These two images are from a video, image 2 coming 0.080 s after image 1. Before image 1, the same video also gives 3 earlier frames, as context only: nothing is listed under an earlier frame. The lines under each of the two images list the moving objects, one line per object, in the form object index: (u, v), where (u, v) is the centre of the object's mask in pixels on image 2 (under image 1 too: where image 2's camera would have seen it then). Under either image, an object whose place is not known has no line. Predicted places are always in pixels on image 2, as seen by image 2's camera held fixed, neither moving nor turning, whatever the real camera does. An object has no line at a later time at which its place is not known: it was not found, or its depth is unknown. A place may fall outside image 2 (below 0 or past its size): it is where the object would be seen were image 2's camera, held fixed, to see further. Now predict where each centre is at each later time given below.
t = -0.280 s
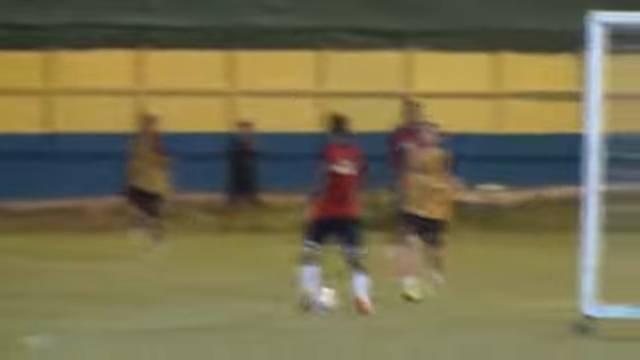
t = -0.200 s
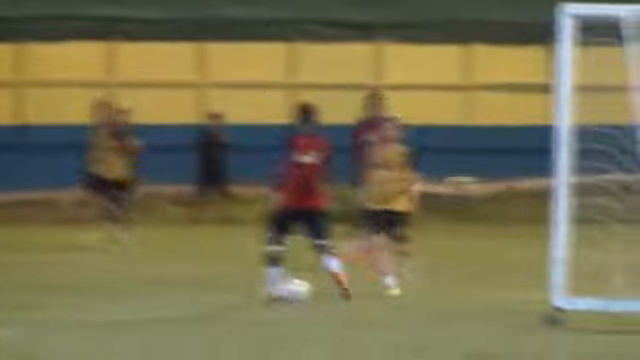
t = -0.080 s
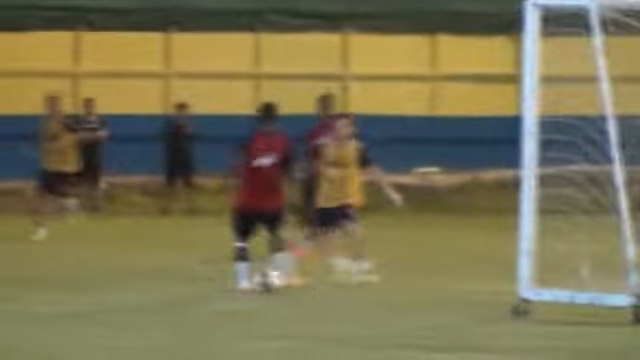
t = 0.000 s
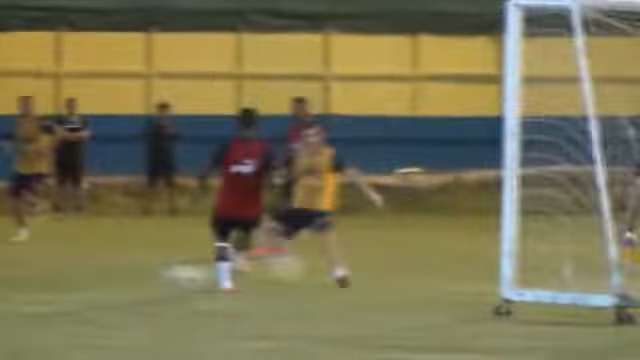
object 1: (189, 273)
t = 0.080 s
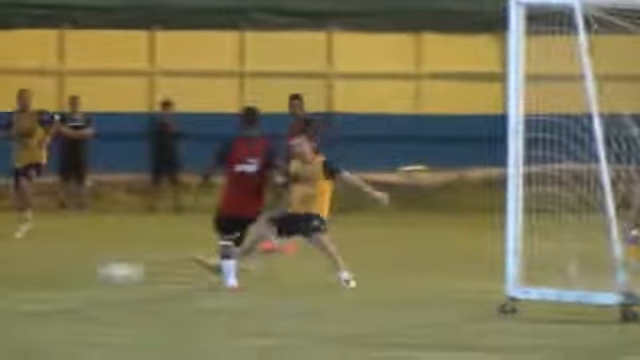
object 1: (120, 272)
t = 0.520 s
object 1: (-93, 257)
